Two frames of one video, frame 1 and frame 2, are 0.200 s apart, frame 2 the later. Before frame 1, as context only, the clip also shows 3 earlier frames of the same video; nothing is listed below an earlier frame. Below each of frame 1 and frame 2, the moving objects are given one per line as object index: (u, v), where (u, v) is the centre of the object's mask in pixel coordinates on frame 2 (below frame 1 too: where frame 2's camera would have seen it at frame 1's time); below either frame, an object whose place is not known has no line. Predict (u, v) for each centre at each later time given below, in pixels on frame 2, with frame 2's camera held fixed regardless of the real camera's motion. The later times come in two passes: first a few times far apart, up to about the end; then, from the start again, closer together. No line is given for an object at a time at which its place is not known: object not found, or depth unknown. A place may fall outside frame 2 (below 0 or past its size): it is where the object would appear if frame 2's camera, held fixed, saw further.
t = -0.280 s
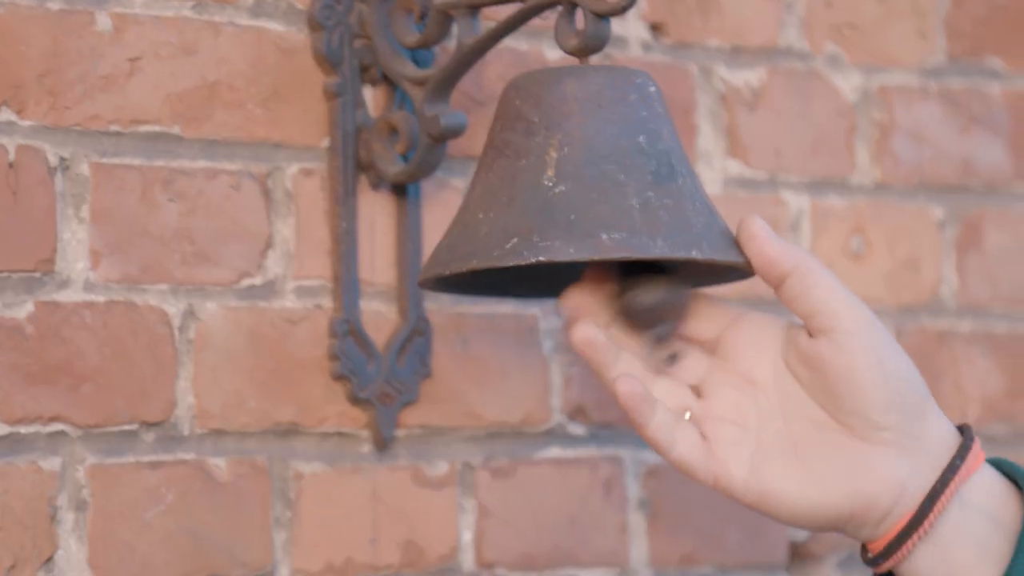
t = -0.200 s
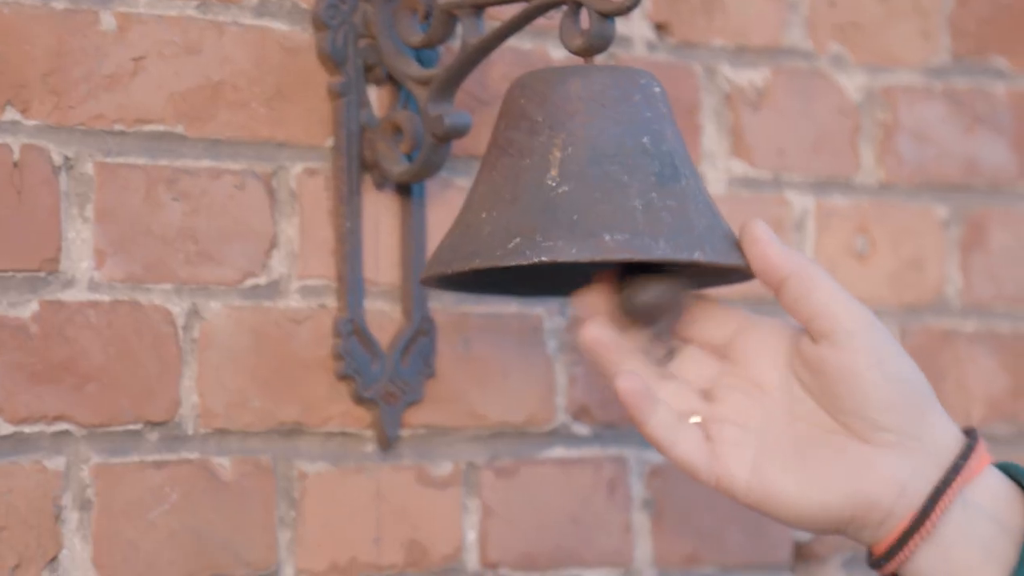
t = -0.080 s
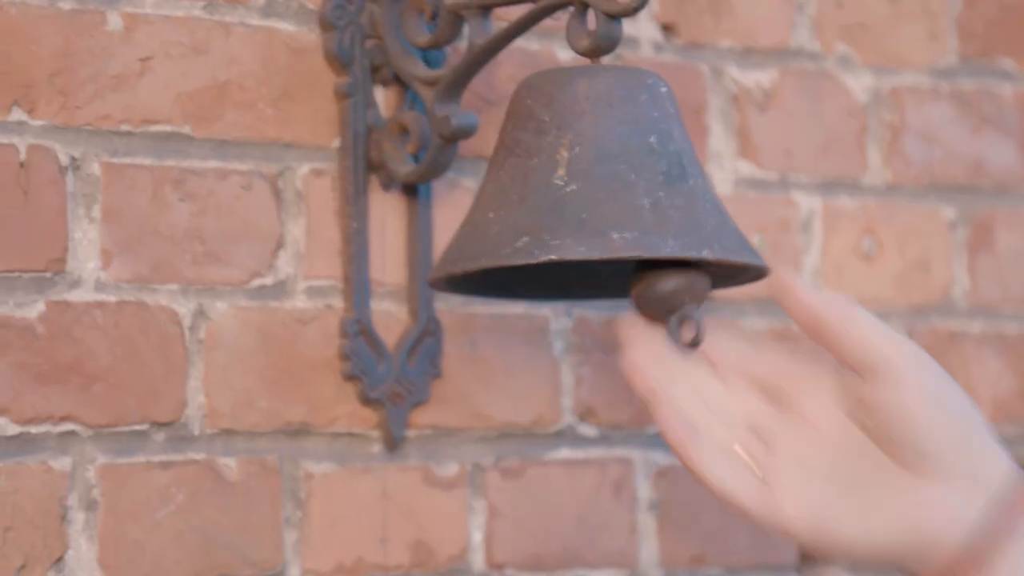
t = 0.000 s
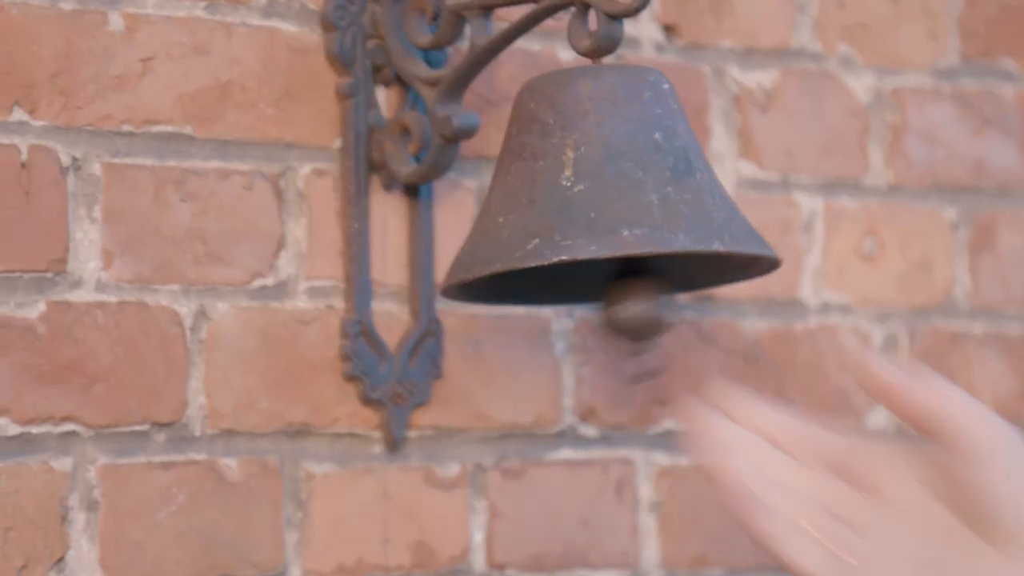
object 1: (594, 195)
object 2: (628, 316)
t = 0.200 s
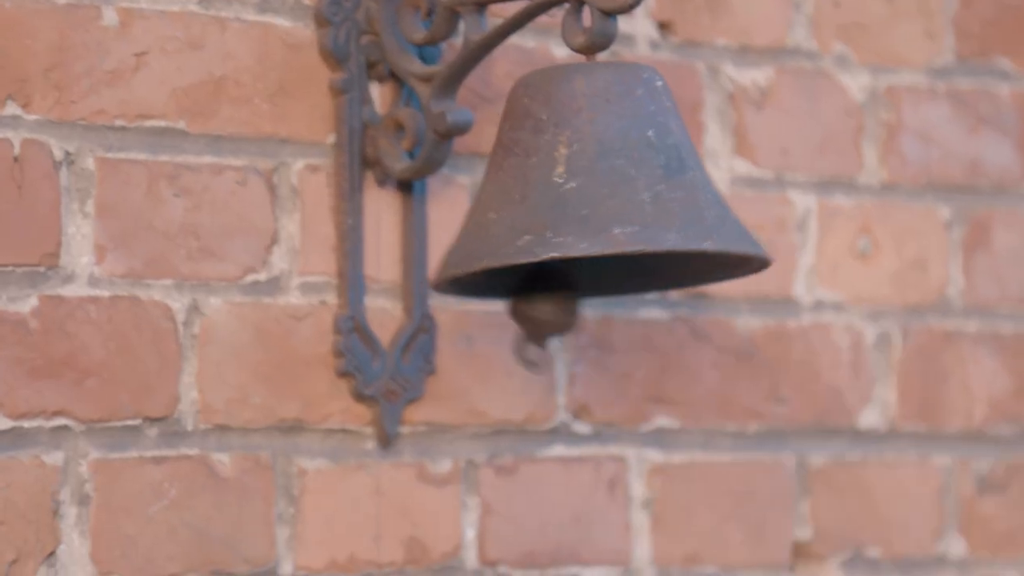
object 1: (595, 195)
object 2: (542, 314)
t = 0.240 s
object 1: (591, 195)
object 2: (564, 311)
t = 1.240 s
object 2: (549, 311)
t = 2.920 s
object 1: (599, 195)
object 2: (561, 316)
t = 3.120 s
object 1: (586, 195)
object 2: (600, 322)
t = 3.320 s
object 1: (590, 195)
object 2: (617, 317)
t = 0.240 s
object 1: (591, 195)
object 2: (564, 311)
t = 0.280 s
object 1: (587, 194)
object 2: (591, 325)
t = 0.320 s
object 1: (584, 194)
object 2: (616, 319)
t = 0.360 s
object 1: (584, 193)
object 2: (638, 308)
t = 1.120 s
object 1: (599, 193)
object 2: (607, 320)
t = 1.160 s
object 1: (602, 193)
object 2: (584, 310)
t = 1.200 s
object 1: (603, 193)
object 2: (563, 316)
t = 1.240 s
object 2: (549, 311)
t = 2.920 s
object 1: (599, 195)
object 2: (561, 316)
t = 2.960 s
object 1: (599, 194)
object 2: (557, 316)
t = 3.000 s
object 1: (596, 195)
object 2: (560, 316)
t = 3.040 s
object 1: (593, 195)
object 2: (570, 317)
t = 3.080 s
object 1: (589, 195)
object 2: (584, 321)
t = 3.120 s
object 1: (586, 195)
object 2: (600, 322)
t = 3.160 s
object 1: (584, 194)
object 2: (615, 319)
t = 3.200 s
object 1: (583, 193)
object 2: (625, 316)
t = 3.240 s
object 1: (584, 192)
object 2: (630, 313)
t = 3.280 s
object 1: (586, 193)
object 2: (627, 314)
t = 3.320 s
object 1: (590, 195)
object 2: (617, 317)
